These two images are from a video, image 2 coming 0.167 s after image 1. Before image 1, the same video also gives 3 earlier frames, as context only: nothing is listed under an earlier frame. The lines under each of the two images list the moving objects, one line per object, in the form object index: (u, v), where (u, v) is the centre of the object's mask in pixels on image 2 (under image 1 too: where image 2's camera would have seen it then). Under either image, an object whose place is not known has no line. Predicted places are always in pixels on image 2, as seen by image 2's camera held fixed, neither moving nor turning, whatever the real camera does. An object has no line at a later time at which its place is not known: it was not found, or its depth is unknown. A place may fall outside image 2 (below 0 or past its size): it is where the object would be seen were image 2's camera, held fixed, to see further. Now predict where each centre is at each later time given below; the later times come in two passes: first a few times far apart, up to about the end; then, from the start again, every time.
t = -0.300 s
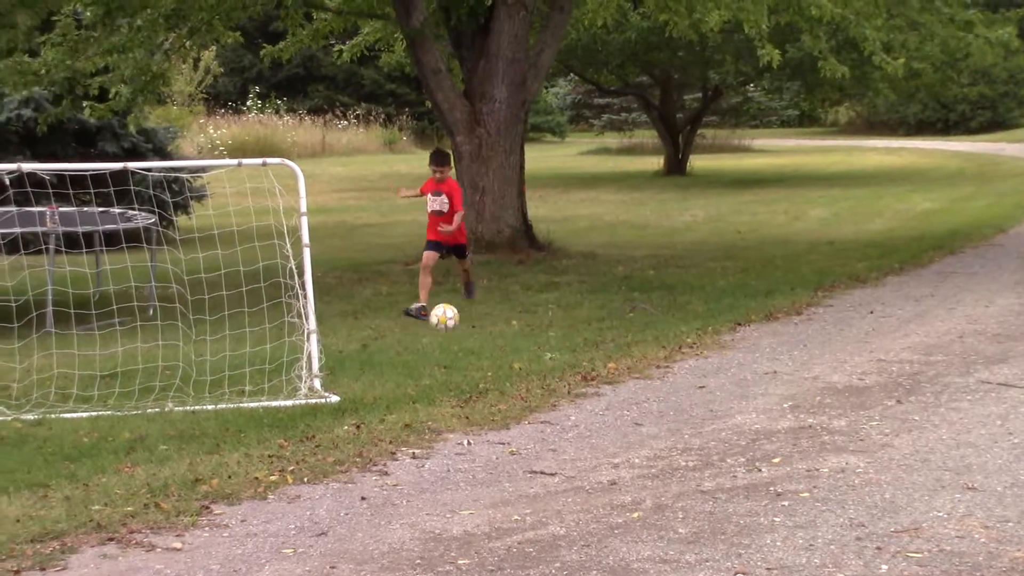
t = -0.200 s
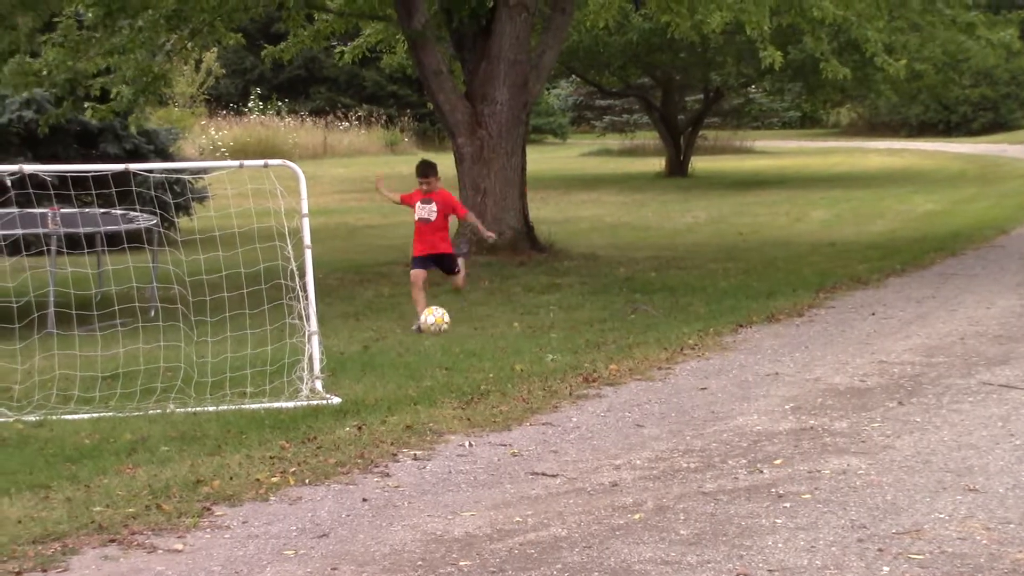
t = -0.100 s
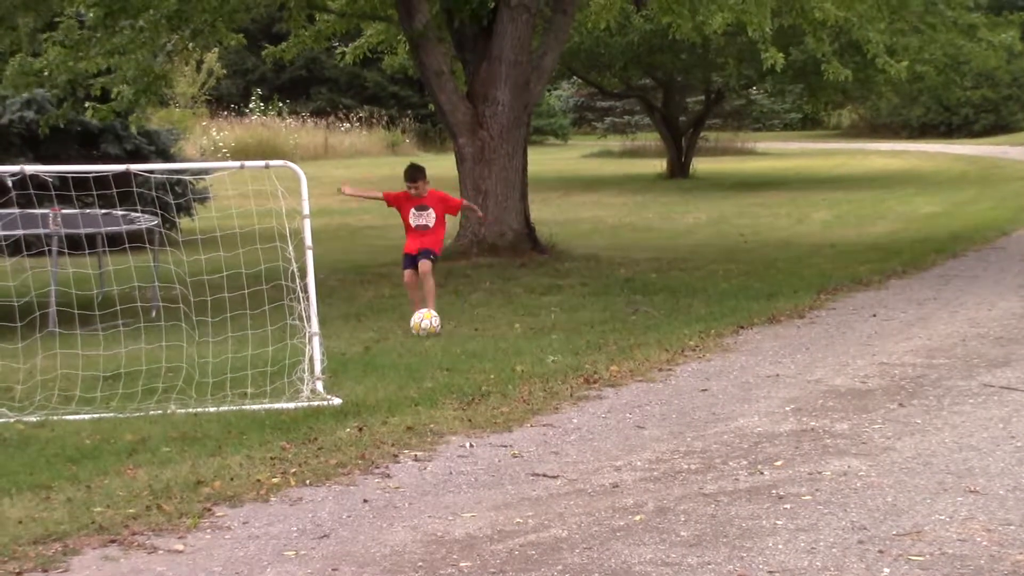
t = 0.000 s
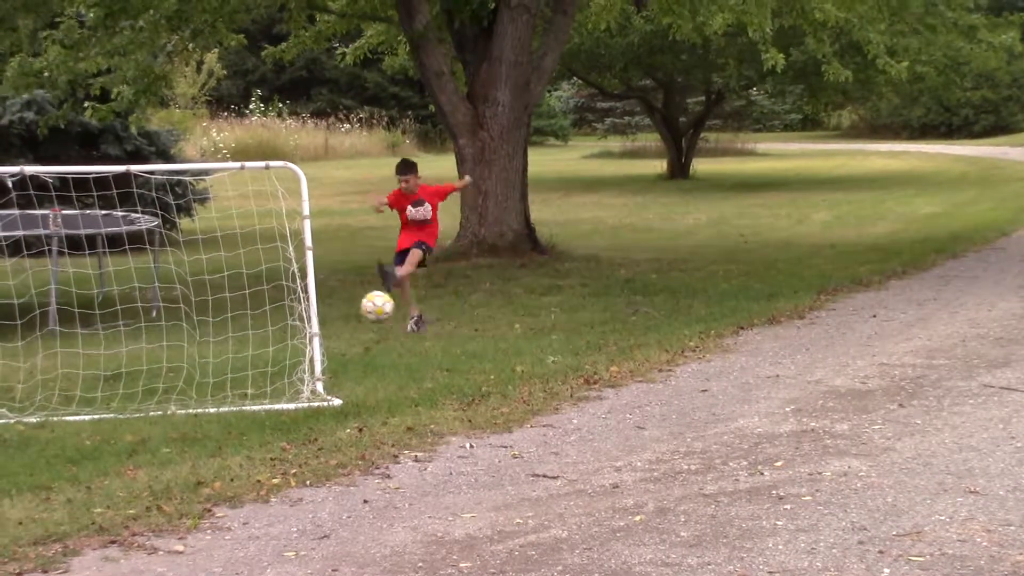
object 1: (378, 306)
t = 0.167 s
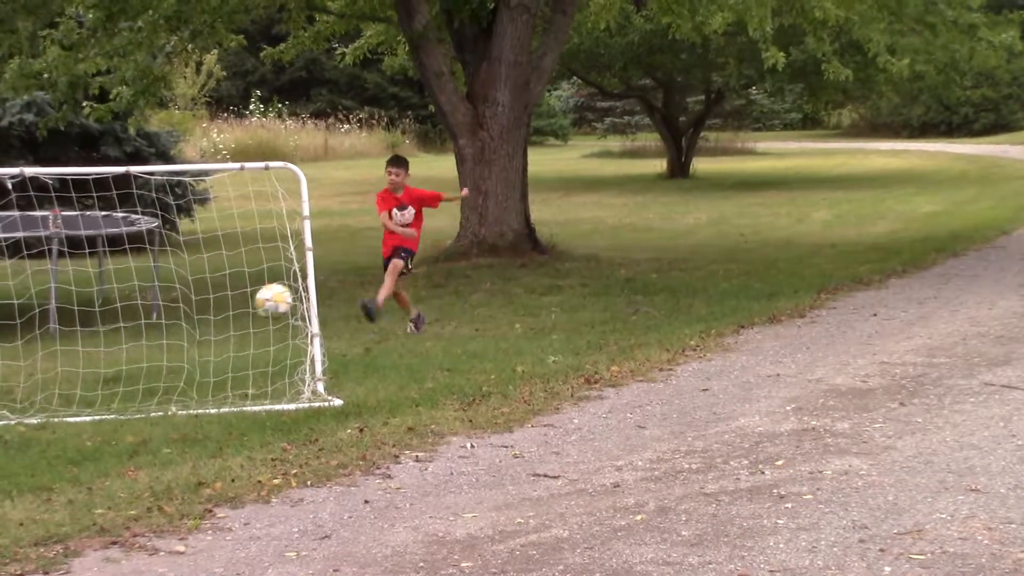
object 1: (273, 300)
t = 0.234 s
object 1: (225, 311)
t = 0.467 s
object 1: (49, 398)
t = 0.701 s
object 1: (62, 398)
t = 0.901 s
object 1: (76, 392)
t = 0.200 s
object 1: (249, 304)
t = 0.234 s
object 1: (225, 311)
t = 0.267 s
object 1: (199, 319)
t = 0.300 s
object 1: (171, 328)
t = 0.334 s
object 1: (141, 342)
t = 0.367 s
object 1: (111, 360)
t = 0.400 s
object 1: (80, 380)
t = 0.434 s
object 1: (51, 397)
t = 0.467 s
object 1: (49, 398)
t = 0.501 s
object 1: (49, 399)
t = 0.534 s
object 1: (51, 393)
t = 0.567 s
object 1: (53, 390)
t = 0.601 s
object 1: (55, 391)
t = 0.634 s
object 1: (57, 394)
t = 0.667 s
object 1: (59, 396)
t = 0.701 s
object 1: (62, 398)
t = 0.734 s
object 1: (65, 395)
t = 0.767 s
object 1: (67, 393)
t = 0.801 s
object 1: (69, 392)
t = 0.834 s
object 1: (72, 393)
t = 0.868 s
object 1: (74, 393)
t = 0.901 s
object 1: (76, 392)
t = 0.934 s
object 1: (77, 390)
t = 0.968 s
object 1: (79, 390)
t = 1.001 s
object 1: (81, 390)
